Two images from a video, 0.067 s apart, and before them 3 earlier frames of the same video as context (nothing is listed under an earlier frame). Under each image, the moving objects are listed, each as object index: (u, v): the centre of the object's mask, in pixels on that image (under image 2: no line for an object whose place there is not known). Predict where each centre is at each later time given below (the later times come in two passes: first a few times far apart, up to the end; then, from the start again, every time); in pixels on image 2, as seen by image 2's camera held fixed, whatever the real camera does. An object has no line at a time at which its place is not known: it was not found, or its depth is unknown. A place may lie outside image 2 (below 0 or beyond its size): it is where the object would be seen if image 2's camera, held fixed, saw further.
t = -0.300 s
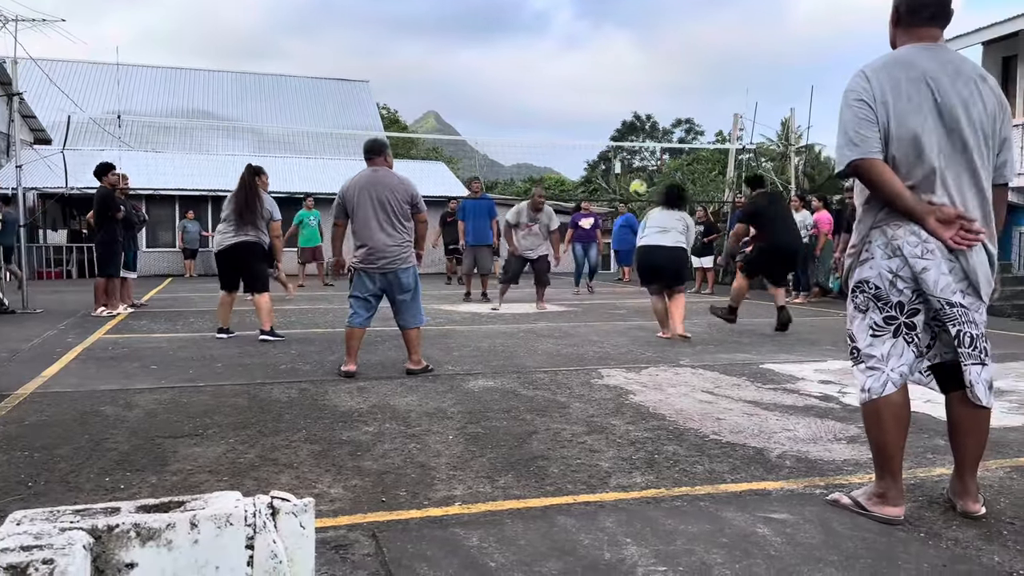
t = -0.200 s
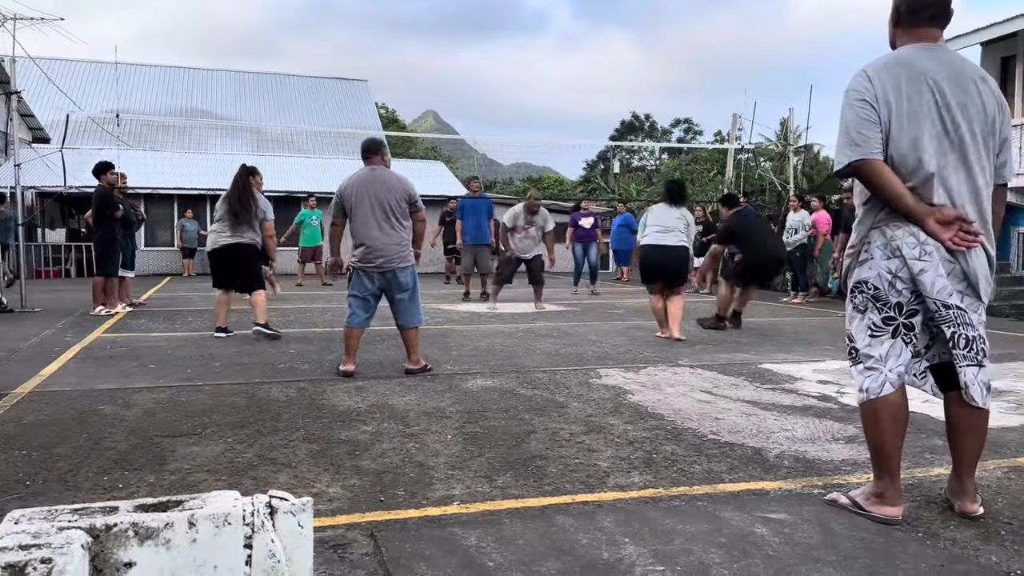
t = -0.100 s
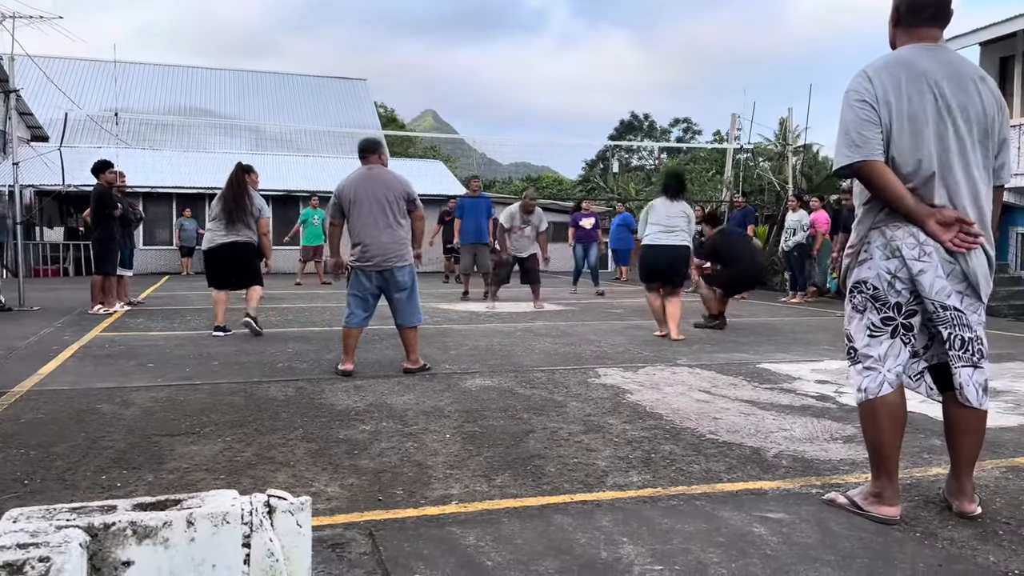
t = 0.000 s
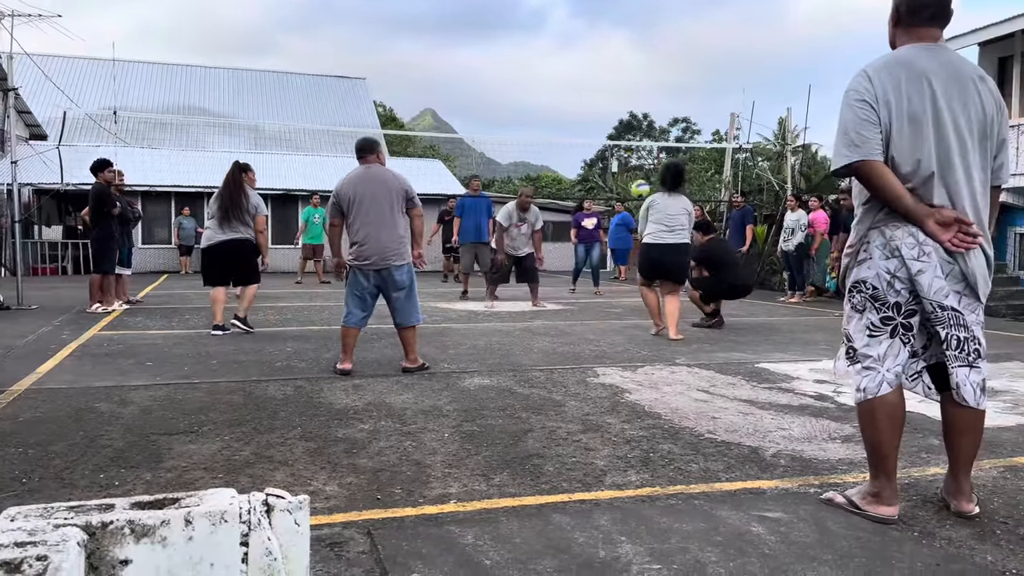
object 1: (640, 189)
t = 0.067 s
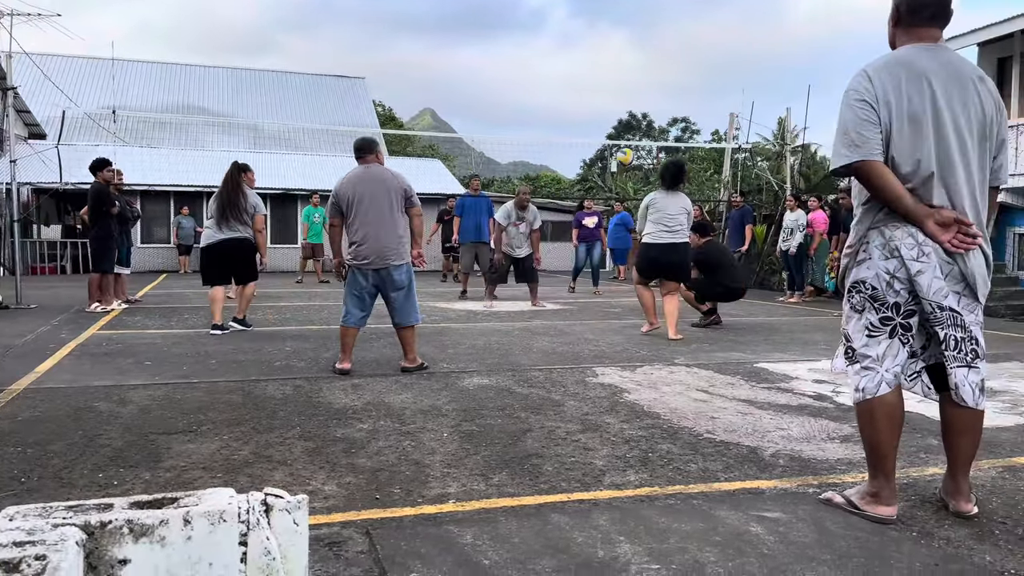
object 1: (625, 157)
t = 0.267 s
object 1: (586, 89)
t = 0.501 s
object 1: (547, 56)
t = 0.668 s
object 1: (522, 57)
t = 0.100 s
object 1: (619, 143)
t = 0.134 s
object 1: (611, 129)
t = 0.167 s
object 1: (604, 119)
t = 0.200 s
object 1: (599, 108)
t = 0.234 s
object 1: (592, 98)
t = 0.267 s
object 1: (586, 89)
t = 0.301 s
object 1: (580, 82)
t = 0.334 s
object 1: (574, 75)
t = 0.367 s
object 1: (568, 69)
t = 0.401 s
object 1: (563, 64)
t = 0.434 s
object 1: (558, 61)
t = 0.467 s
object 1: (553, 58)
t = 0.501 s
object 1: (547, 56)
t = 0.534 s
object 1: (542, 55)
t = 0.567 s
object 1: (537, 54)
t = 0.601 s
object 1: (532, 54)
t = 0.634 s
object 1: (528, 56)
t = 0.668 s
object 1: (522, 57)
